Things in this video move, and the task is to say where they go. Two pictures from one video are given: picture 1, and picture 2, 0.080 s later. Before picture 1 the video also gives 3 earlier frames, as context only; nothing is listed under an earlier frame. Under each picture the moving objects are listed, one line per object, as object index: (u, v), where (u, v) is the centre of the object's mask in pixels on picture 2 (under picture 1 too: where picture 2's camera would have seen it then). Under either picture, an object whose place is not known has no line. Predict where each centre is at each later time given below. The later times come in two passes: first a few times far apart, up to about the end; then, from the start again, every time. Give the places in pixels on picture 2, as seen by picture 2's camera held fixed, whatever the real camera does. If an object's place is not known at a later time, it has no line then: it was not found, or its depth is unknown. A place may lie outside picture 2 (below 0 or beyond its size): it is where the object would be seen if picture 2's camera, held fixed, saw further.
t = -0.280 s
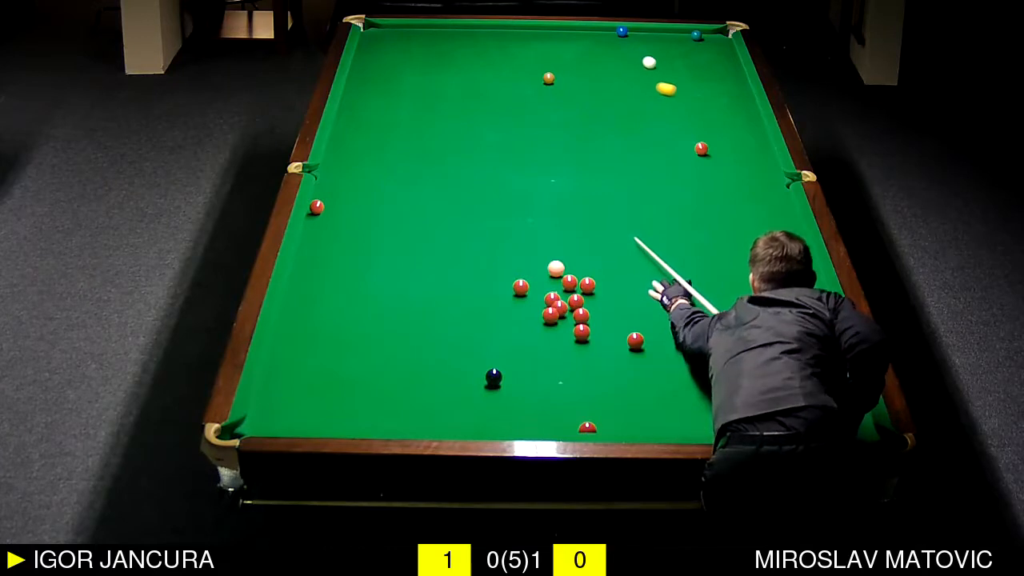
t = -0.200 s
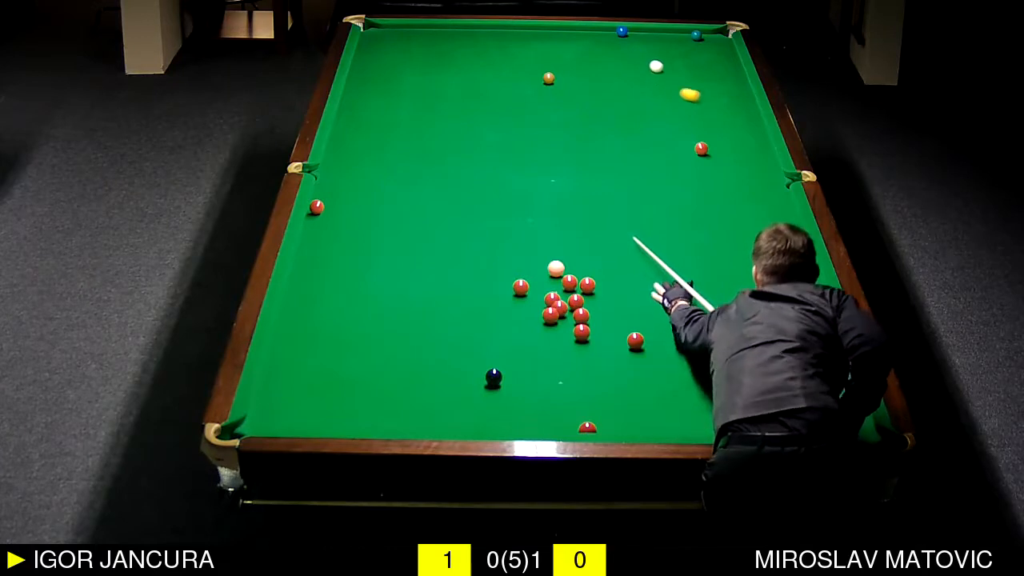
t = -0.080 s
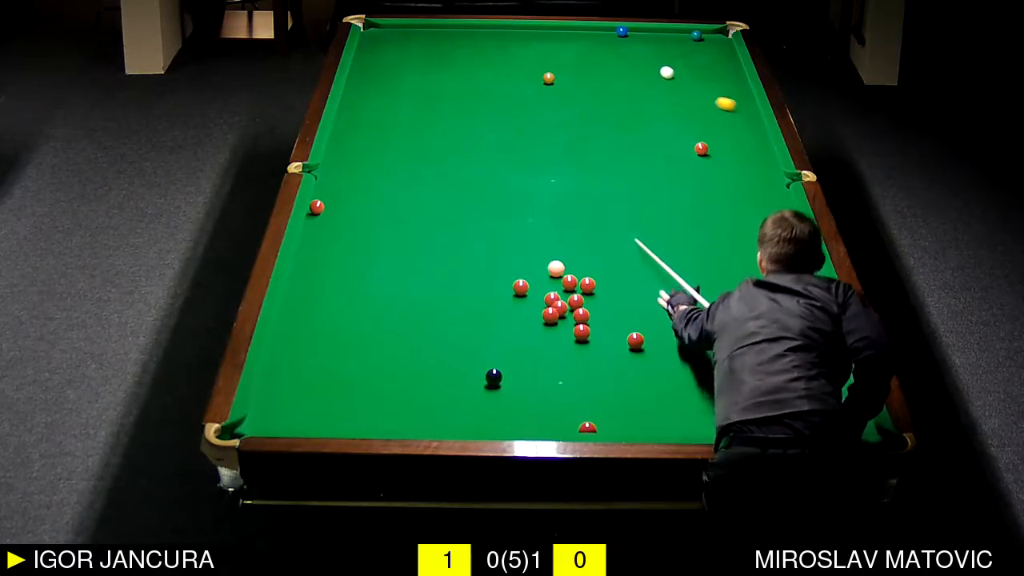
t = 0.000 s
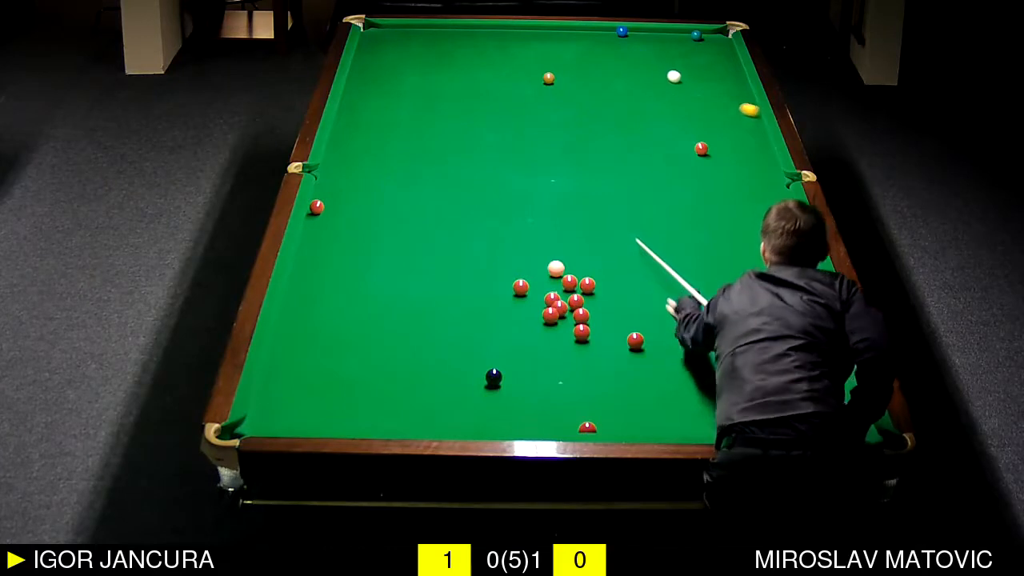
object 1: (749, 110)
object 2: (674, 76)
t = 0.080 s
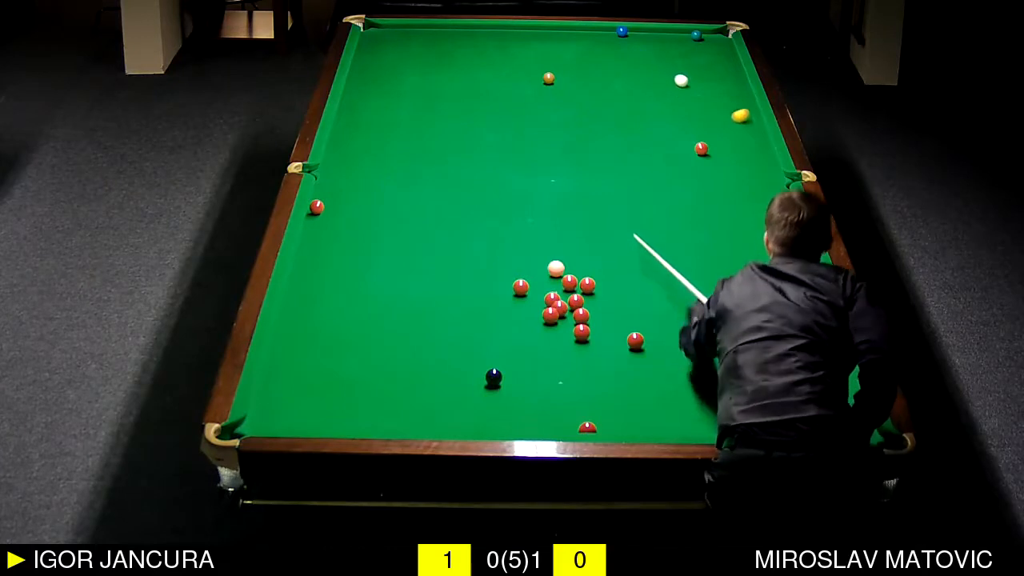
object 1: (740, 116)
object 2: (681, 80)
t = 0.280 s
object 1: (705, 129)
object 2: (699, 91)
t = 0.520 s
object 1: (662, 147)
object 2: (720, 103)
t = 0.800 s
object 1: (611, 168)
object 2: (745, 117)
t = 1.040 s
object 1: (563, 188)
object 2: (757, 129)
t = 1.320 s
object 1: (508, 211)
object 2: (750, 139)
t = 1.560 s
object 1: (458, 232)
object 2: (744, 148)
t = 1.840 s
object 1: (397, 257)
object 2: (737, 158)
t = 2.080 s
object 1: (343, 279)
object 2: (732, 166)
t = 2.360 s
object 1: (293, 305)
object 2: (726, 175)
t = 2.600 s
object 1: (317, 323)
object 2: (720, 182)
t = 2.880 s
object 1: (345, 342)
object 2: (714, 190)
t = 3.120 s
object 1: (368, 359)
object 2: (709, 196)
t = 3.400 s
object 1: (397, 378)
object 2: (705, 202)
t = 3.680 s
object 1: (425, 397)
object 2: (700, 208)
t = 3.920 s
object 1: (448, 413)
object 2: (698, 212)
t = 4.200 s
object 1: (474, 424)
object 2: (694, 216)
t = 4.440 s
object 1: (491, 417)
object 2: (692, 218)
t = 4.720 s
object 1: (508, 408)
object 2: (690, 221)
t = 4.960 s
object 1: (522, 402)
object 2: (690, 222)
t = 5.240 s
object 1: (536, 395)
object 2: (690, 223)
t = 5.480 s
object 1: (546, 390)
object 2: (690, 223)
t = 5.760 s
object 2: (690, 223)
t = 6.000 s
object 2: (690, 223)
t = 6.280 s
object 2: (690, 223)
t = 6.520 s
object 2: (690, 223)
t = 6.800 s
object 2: (690, 223)
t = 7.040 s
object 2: (690, 223)
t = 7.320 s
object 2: (690, 223)
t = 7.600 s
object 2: (690, 223)
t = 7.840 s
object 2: (690, 223)
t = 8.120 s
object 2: (690, 223)
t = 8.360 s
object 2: (690, 223)
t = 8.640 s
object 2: (690, 223)
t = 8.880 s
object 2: (690, 223)
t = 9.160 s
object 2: (690, 223)
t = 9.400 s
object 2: (690, 223)
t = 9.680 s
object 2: (690, 223)
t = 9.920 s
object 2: (690, 223)
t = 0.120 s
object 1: (732, 118)
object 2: (685, 82)
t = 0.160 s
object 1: (725, 121)
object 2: (688, 84)
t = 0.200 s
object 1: (718, 124)
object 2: (692, 86)
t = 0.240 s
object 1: (712, 127)
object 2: (695, 88)
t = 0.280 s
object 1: (705, 129)
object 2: (699, 91)
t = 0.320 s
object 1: (698, 132)
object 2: (702, 92)
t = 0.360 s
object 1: (691, 135)
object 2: (706, 95)
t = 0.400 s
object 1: (684, 138)
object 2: (709, 97)
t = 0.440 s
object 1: (677, 141)
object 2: (713, 99)
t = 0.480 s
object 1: (670, 144)
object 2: (716, 101)
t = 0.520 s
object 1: (662, 147)
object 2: (720, 103)
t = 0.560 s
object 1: (655, 150)
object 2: (724, 105)
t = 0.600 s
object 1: (648, 153)
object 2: (727, 107)
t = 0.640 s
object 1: (641, 156)
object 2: (730, 109)
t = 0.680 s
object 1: (633, 159)
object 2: (734, 111)
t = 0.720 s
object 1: (626, 162)
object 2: (738, 113)
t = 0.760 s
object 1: (618, 165)
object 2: (741, 115)
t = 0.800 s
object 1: (611, 168)
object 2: (745, 117)
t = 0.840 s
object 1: (603, 172)
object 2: (748, 119)
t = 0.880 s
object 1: (596, 175)
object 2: (751, 121)
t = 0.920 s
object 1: (588, 178)
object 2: (755, 123)
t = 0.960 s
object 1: (582, 180)
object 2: (758, 125)
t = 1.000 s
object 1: (571, 185)
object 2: (758, 127)
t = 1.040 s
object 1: (563, 188)
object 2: (757, 129)
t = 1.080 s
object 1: (556, 191)
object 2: (756, 130)
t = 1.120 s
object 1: (548, 194)
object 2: (755, 132)
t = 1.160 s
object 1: (540, 198)
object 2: (754, 133)
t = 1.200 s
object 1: (532, 201)
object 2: (753, 135)
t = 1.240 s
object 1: (524, 204)
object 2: (752, 136)
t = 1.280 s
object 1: (516, 208)
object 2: (751, 138)
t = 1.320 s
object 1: (508, 211)
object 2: (750, 139)
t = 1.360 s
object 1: (500, 214)
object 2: (749, 141)
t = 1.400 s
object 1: (492, 218)
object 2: (748, 142)
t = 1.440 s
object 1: (483, 221)
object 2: (747, 144)
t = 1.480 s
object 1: (475, 225)
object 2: (747, 145)
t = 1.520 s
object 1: (466, 228)
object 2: (745, 147)
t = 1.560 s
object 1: (458, 232)
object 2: (744, 148)
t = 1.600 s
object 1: (449, 235)
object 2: (743, 150)
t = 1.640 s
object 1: (441, 239)
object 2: (743, 151)
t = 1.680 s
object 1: (432, 243)
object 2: (741, 152)
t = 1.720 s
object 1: (423, 246)
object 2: (741, 154)
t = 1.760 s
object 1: (415, 249)
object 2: (740, 155)
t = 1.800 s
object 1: (406, 253)
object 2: (739, 157)
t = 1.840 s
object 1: (397, 257)
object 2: (737, 158)
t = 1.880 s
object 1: (388, 261)
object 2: (737, 159)
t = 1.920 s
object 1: (379, 264)
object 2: (736, 161)
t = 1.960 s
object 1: (370, 268)
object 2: (735, 162)
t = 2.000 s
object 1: (361, 272)
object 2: (734, 163)
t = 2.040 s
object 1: (352, 276)
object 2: (733, 165)
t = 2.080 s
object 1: (343, 279)
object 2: (732, 166)
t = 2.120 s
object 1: (334, 283)
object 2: (731, 167)
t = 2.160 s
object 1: (325, 287)
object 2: (730, 169)
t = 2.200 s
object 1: (315, 291)
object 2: (729, 170)
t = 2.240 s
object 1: (306, 294)
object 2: (728, 171)
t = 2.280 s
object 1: (297, 298)
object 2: (727, 173)
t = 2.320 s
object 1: (289, 302)
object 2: (726, 174)
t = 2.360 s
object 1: (293, 305)
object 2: (726, 175)
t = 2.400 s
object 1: (297, 308)
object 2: (725, 176)
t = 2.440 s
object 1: (301, 311)
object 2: (724, 178)
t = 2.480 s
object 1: (305, 314)
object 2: (723, 179)
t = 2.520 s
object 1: (309, 317)
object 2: (722, 180)
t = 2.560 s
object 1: (313, 320)
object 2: (721, 181)
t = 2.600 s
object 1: (317, 323)
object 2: (720, 182)
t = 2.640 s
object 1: (321, 325)
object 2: (720, 183)
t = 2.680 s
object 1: (325, 328)
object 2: (719, 185)
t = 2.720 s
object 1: (329, 331)
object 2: (718, 186)
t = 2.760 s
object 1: (333, 334)
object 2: (717, 187)
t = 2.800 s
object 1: (336, 337)
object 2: (716, 188)
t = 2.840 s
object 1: (341, 340)
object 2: (715, 189)
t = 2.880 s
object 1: (345, 342)
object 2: (714, 190)
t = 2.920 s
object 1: (349, 345)
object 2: (713, 191)
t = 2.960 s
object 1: (353, 348)
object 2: (713, 192)
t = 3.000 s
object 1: (357, 350)
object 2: (712, 193)
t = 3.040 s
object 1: (361, 354)
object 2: (711, 194)
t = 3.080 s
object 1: (365, 356)
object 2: (710, 195)
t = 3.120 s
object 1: (368, 359)
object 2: (709, 196)
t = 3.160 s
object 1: (372, 362)
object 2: (709, 197)
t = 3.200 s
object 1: (377, 364)
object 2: (708, 198)
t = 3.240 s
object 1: (381, 367)
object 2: (707, 199)
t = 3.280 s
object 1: (385, 370)
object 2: (707, 200)
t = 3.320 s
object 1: (389, 373)
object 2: (706, 201)
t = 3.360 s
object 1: (393, 376)
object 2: (705, 201)
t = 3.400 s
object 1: (397, 378)
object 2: (705, 202)
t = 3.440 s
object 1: (400, 381)
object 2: (704, 203)
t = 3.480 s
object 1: (404, 384)
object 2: (703, 204)
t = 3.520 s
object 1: (409, 386)
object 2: (703, 205)
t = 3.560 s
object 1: (412, 389)
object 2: (702, 206)
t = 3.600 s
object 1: (416, 392)
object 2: (702, 206)
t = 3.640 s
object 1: (421, 395)
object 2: (701, 207)
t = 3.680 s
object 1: (425, 397)
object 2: (700, 208)
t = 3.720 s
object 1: (428, 400)
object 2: (700, 208)
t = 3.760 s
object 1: (432, 403)
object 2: (699, 209)
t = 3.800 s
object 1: (436, 406)
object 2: (699, 210)
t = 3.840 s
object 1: (440, 408)
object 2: (699, 211)
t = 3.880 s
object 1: (444, 411)
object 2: (698, 211)
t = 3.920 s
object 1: (448, 413)
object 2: (698, 212)
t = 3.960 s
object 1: (452, 416)
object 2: (697, 213)
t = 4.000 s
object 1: (456, 419)
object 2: (697, 213)
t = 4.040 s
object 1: (460, 421)
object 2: (696, 214)
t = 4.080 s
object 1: (464, 423)
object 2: (696, 214)
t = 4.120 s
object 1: (468, 425)
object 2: (695, 215)
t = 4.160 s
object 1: (471, 425)
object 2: (695, 215)
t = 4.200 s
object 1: (474, 424)
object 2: (694, 216)
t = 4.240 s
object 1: (477, 423)
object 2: (694, 216)
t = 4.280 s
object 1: (480, 422)
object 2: (694, 217)
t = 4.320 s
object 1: (483, 421)
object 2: (693, 217)
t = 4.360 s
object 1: (485, 420)
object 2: (693, 218)
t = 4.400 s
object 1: (488, 419)
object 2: (692, 218)
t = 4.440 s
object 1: (491, 417)
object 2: (692, 218)
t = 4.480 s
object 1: (493, 416)
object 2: (692, 219)
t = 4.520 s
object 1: (496, 415)
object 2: (691, 219)
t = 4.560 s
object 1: (498, 413)
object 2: (691, 219)
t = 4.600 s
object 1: (501, 412)
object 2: (691, 220)
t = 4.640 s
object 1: (504, 410)
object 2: (691, 220)
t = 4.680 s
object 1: (506, 410)
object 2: (691, 220)
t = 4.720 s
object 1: (508, 408)
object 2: (690, 221)
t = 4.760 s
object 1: (511, 407)
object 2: (690, 221)
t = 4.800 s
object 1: (513, 406)
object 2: (690, 221)
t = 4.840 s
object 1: (515, 405)
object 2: (690, 222)
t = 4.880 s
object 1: (517, 403)
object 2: (690, 222)
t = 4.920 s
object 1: (520, 402)
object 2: (690, 222)
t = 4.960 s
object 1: (522, 402)
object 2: (690, 222)
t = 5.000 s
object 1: (524, 400)
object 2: (690, 222)
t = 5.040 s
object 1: (526, 399)
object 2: (690, 222)
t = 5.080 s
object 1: (528, 398)
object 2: (690, 222)
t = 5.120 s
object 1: (530, 398)
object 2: (690, 223)
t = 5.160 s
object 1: (532, 396)
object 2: (690, 223)
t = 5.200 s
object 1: (534, 396)
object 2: (690, 223)
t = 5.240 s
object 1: (536, 395)
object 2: (690, 223)
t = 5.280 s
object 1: (538, 394)
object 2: (690, 223)
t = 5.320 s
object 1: (539, 393)
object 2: (690, 223)
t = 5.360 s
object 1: (541, 392)
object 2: (690, 223)
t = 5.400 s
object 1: (543, 392)
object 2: (690, 223)
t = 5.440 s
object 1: (545, 391)
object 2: (690, 223)
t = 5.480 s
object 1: (546, 390)
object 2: (690, 223)
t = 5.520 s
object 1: (547, 390)
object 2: (690, 223)
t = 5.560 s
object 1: (549, 389)
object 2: (690, 223)
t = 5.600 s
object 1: (550, 388)
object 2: (690, 223)
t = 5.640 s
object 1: (552, 387)
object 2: (690, 223)
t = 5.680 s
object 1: (553, 387)
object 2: (690, 223)
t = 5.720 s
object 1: (555, 386)
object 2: (690, 223)
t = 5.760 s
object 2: (690, 223)
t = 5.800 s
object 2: (690, 223)
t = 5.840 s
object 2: (690, 223)
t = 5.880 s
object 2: (690, 223)
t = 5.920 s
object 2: (690, 223)
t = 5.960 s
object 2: (690, 223)
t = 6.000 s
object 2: (690, 223)
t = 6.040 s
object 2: (690, 223)
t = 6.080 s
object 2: (690, 223)
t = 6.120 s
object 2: (690, 223)
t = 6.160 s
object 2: (690, 223)
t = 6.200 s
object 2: (690, 223)
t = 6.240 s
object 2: (690, 223)
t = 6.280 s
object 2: (690, 223)
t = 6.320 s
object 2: (690, 223)
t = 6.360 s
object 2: (690, 223)
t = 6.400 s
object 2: (690, 223)
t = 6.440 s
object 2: (690, 223)
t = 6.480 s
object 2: (690, 223)
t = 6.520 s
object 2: (690, 223)
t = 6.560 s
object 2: (690, 223)
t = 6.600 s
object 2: (690, 223)
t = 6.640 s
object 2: (690, 223)
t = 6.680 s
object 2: (690, 223)
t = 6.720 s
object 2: (690, 223)
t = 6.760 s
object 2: (690, 223)
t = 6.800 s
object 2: (690, 223)
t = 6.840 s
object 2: (690, 223)
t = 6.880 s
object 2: (690, 223)
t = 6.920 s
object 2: (690, 223)
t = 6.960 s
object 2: (690, 223)
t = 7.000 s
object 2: (690, 223)
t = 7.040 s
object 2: (690, 223)
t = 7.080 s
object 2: (690, 223)
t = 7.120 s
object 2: (690, 223)
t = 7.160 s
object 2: (690, 223)
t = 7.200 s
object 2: (690, 223)
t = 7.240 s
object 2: (690, 223)
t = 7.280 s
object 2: (690, 223)
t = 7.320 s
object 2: (690, 223)
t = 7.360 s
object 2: (690, 223)
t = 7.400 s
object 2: (690, 223)
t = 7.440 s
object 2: (690, 223)
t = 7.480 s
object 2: (690, 223)
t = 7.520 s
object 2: (690, 223)
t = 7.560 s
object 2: (690, 223)
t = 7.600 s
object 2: (690, 223)
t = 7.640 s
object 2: (690, 223)
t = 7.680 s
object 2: (690, 223)
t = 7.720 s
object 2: (690, 223)
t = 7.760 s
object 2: (690, 223)
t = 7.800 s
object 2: (690, 223)
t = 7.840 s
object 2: (690, 223)
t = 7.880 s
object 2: (690, 223)
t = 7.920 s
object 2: (690, 223)
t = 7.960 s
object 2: (690, 223)
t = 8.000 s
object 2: (690, 223)
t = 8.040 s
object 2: (690, 223)
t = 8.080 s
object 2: (690, 223)
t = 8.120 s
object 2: (690, 223)
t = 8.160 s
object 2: (690, 223)
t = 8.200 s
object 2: (690, 223)
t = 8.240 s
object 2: (690, 223)
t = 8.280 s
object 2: (690, 223)
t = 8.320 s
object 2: (690, 223)
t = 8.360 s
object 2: (690, 223)
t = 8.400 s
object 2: (690, 223)
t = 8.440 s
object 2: (690, 223)
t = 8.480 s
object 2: (690, 223)
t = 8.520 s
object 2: (690, 223)
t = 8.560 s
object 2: (690, 223)
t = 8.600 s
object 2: (690, 223)
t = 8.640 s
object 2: (690, 223)
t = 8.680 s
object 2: (690, 223)
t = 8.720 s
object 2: (690, 223)
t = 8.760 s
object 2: (690, 223)
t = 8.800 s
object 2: (690, 223)
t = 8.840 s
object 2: (690, 223)
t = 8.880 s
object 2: (690, 223)
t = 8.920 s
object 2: (690, 223)
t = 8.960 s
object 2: (690, 223)
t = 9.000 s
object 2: (690, 223)
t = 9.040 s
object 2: (690, 223)
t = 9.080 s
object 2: (690, 223)
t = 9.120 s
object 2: (690, 223)
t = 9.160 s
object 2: (690, 223)
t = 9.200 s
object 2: (690, 223)
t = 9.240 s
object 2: (690, 223)
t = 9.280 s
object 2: (690, 223)
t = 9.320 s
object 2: (690, 223)
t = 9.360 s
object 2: (690, 223)
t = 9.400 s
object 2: (690, 223)
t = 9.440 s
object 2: (690, 223)
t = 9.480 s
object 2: (690, 223)
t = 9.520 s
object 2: (690, 223)
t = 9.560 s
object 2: (690, 223)
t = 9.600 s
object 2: (690, 223)
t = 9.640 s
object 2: (690, 223)
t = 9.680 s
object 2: (690, 223)
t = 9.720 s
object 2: (690, 223)
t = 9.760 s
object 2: (690, 223)
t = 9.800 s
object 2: (690, 223)
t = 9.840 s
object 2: (690, 223)
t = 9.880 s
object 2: (690, 223)
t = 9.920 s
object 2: (690, 223)
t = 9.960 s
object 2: (690, 223)
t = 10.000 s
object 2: (690, 223)
